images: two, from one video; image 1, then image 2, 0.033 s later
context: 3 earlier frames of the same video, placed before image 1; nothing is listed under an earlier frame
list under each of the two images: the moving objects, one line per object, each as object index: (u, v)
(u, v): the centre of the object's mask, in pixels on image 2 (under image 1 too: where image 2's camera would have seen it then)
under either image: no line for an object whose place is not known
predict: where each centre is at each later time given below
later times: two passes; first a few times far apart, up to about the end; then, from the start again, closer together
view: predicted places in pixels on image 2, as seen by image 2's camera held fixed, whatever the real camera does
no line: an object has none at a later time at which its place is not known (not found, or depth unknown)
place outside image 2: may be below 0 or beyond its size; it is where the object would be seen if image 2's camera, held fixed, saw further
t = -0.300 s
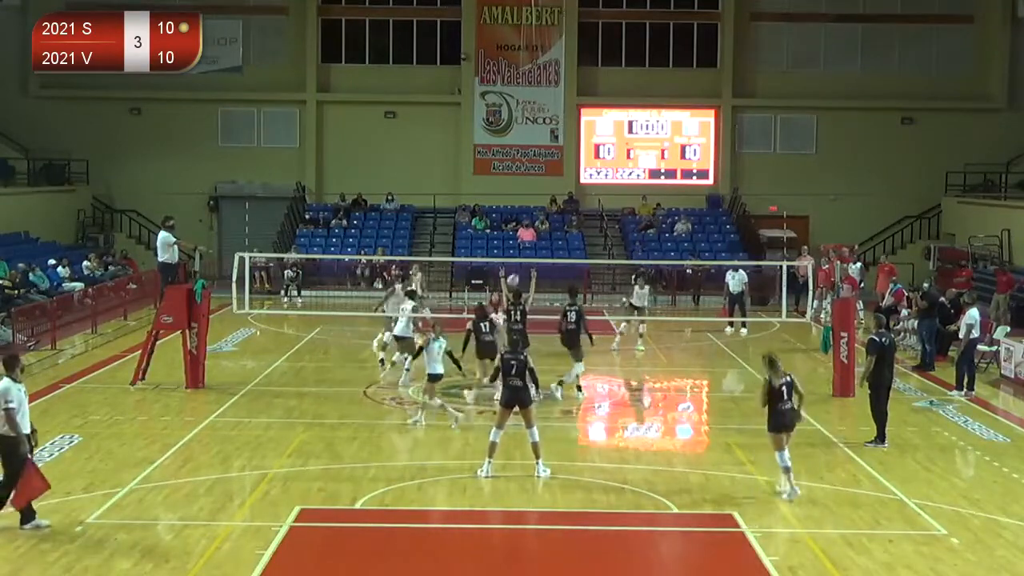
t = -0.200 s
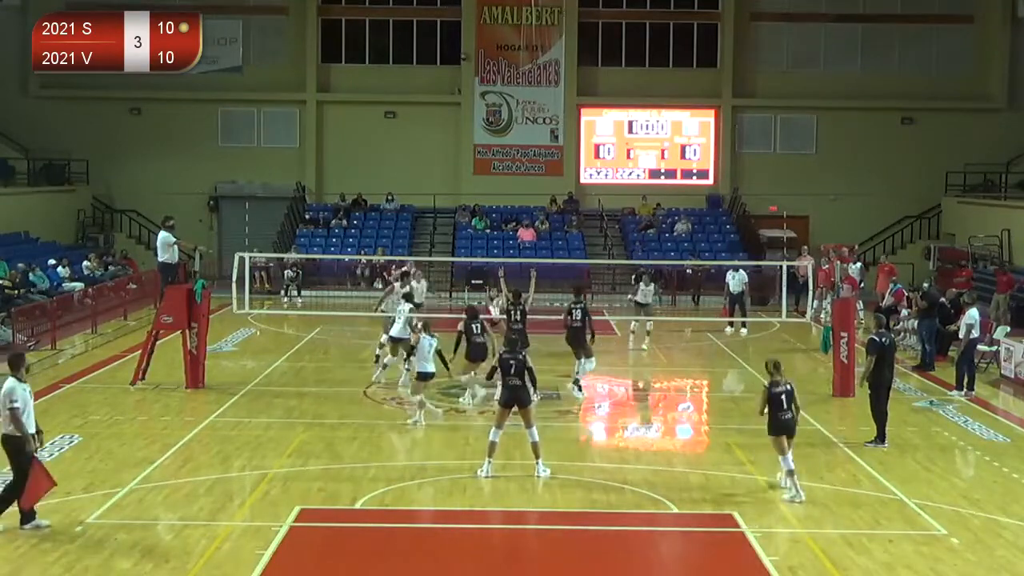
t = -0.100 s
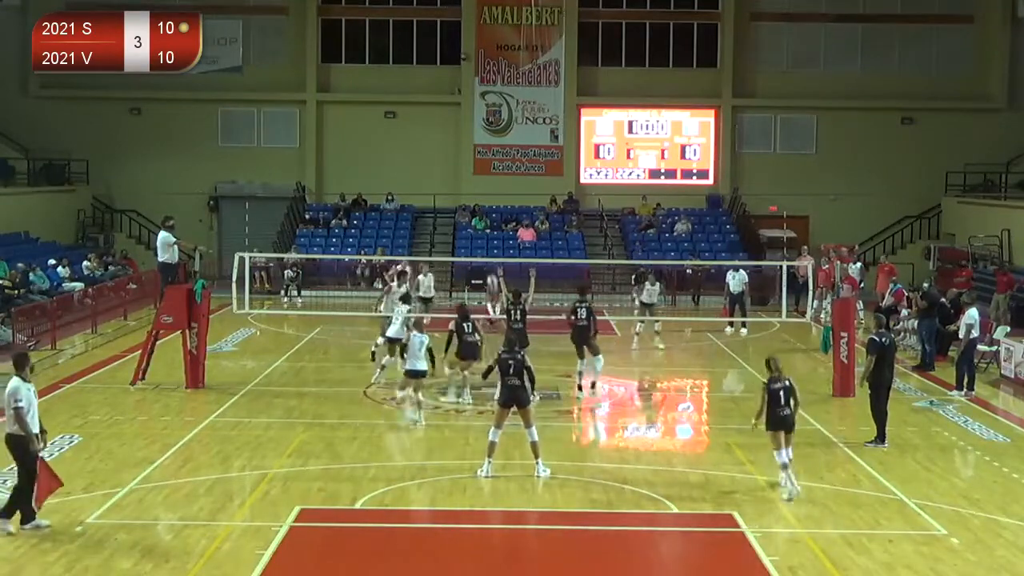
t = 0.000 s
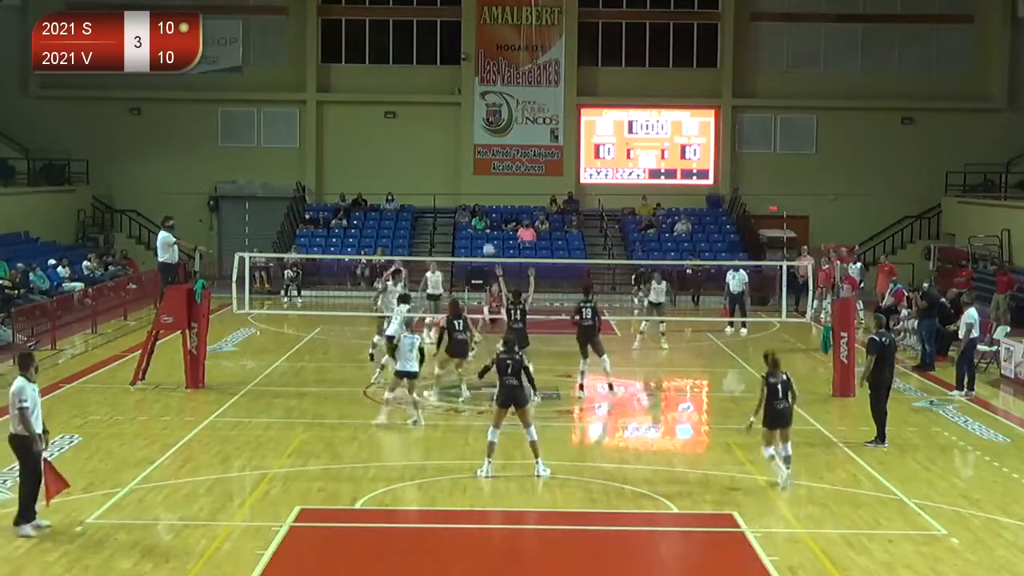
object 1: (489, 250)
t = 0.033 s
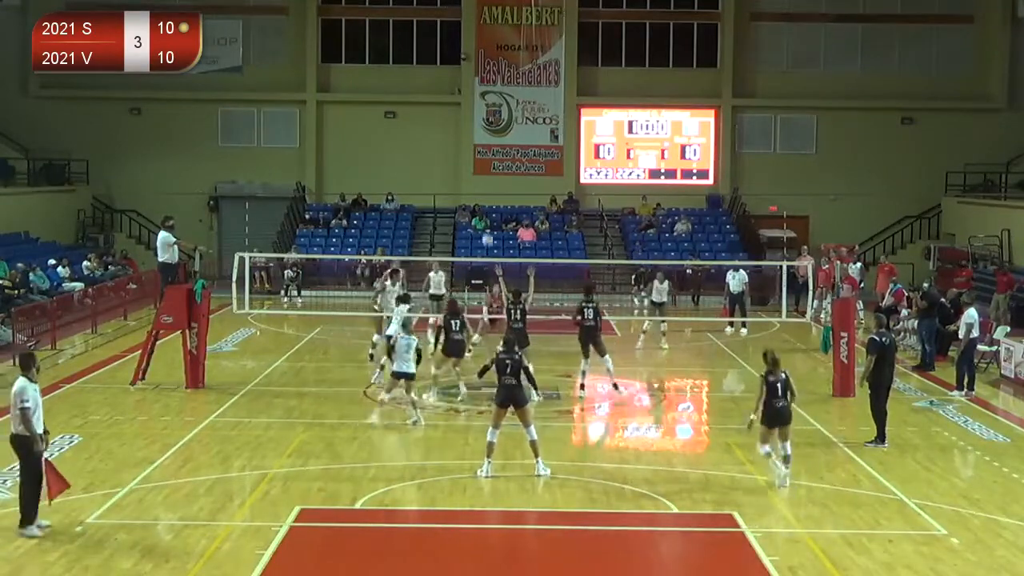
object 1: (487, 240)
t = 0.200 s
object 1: (481, 201)
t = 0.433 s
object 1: (472, 168)
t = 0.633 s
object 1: (464, 162)
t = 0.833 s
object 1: (456, 175)
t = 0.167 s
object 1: (482, 208)
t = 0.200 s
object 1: (481, 201)
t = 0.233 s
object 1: (480, 194)
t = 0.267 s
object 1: (479, 188)
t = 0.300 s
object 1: (478, 184)
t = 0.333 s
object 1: (476, 179)
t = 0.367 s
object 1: (475, 174)
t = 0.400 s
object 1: (474, 171)
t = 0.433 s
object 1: (472, 168)
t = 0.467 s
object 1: (471, 165)
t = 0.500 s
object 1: (470, 164)
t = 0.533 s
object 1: (468, 162)
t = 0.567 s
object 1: (467, 161)
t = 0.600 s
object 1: (466, 161)
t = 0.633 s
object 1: (464, 162)
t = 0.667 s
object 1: (463, 161)
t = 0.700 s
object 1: (462, 163)
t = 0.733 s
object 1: (460, 165)
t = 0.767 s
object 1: (459, 168)
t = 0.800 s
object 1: (458, 171)
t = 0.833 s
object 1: (456, 175)
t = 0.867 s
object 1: (454, 179)
